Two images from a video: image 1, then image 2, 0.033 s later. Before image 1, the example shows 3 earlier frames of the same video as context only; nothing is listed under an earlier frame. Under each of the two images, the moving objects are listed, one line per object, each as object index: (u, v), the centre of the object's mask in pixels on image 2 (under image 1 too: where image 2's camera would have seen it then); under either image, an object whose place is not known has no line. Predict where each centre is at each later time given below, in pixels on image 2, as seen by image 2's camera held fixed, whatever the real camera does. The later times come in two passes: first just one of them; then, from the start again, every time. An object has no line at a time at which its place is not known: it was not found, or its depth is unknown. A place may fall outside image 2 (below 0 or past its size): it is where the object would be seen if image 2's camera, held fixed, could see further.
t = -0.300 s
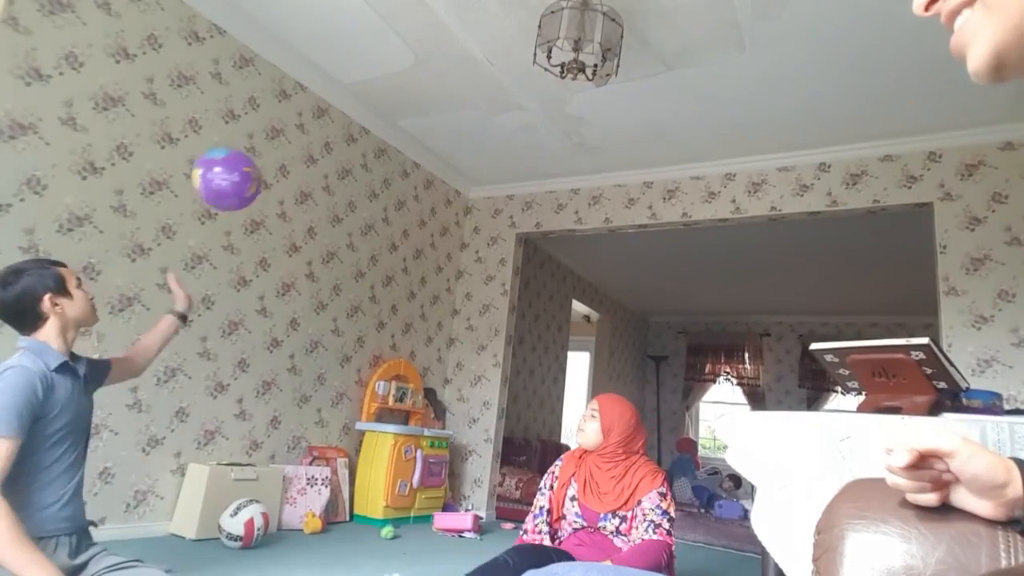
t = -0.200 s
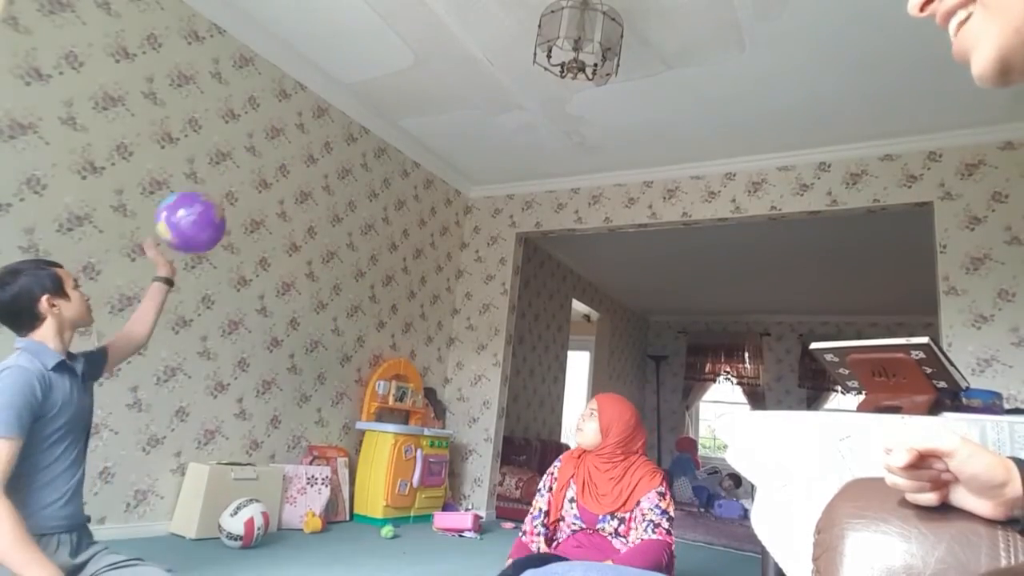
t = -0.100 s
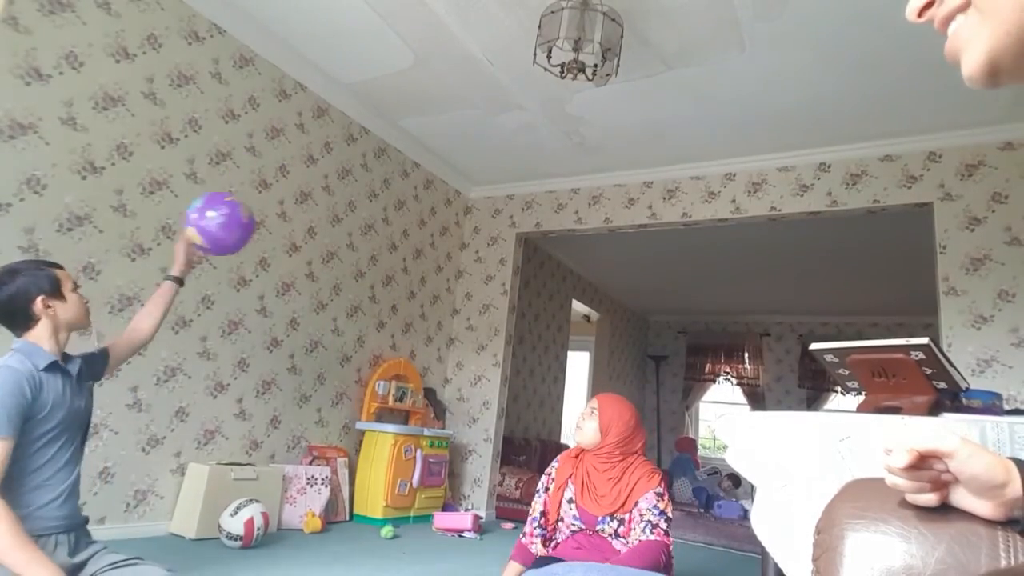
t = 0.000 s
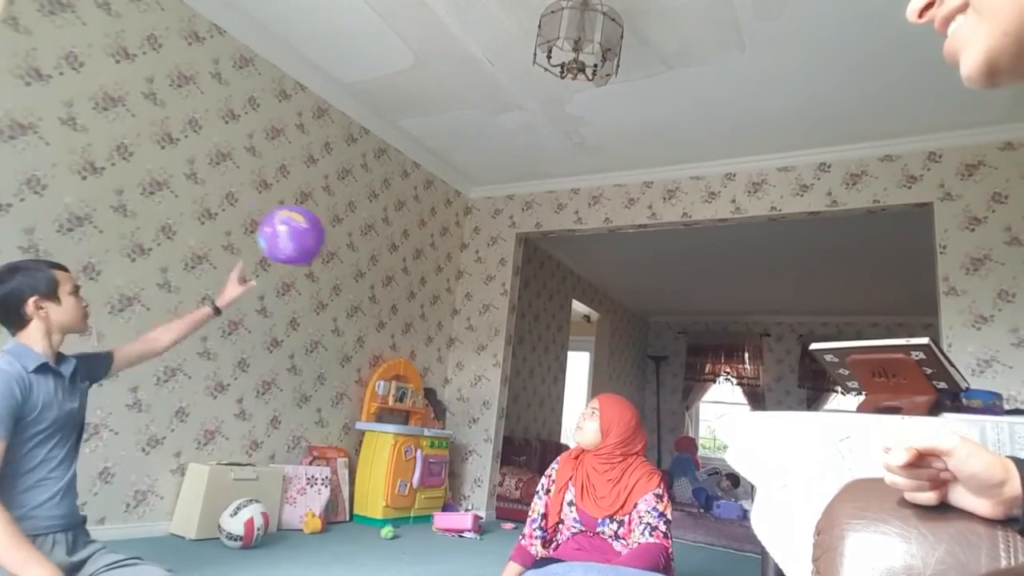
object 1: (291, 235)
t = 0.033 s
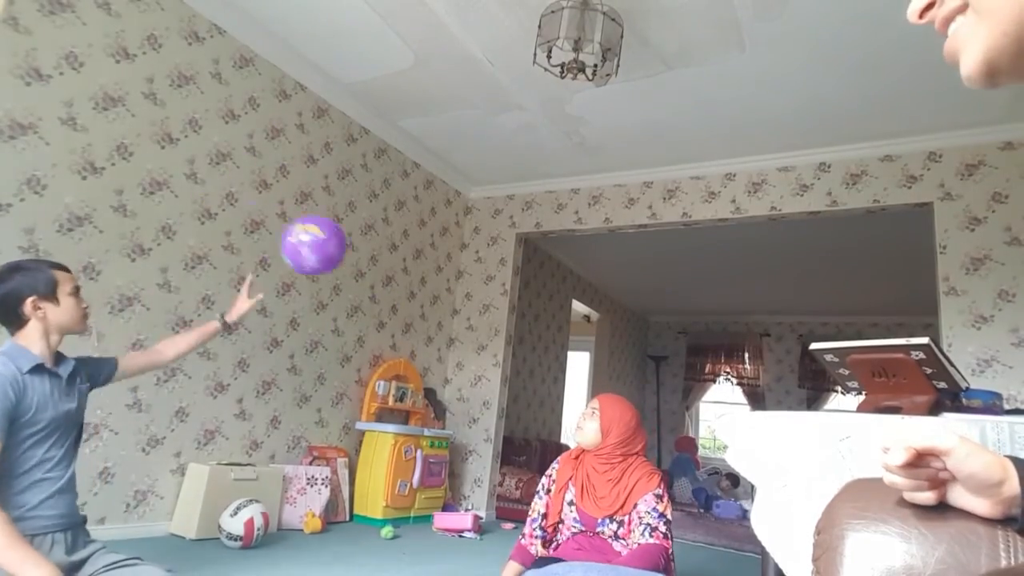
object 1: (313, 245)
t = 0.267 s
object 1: (448, 377)
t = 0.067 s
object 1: (335, 257)
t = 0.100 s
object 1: (356, 271)
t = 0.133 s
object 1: (376, 287)
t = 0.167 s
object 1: (395, 306)
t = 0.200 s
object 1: (413, 327)
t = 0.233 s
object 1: (431, 352)
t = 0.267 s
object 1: (448, 377)
